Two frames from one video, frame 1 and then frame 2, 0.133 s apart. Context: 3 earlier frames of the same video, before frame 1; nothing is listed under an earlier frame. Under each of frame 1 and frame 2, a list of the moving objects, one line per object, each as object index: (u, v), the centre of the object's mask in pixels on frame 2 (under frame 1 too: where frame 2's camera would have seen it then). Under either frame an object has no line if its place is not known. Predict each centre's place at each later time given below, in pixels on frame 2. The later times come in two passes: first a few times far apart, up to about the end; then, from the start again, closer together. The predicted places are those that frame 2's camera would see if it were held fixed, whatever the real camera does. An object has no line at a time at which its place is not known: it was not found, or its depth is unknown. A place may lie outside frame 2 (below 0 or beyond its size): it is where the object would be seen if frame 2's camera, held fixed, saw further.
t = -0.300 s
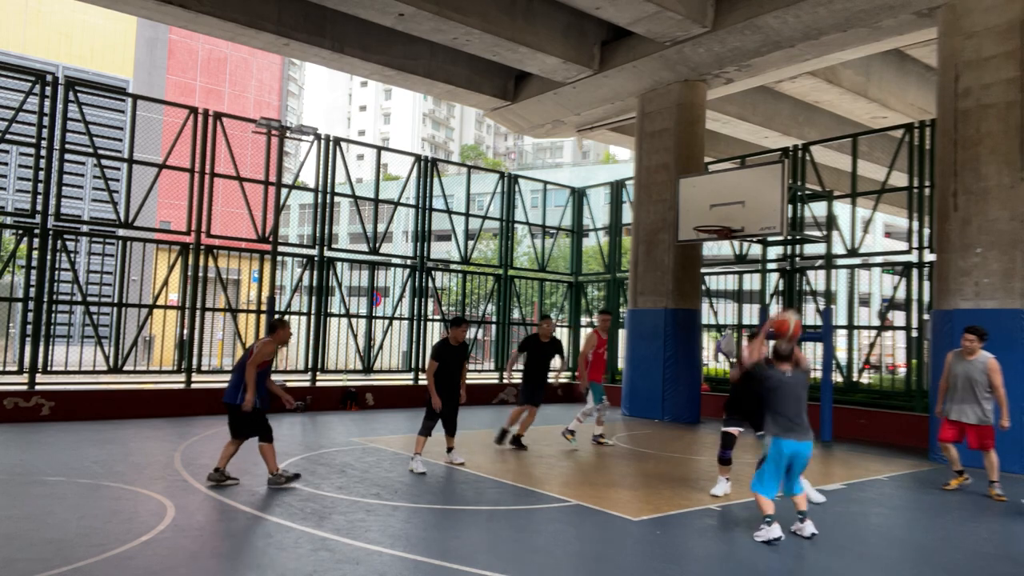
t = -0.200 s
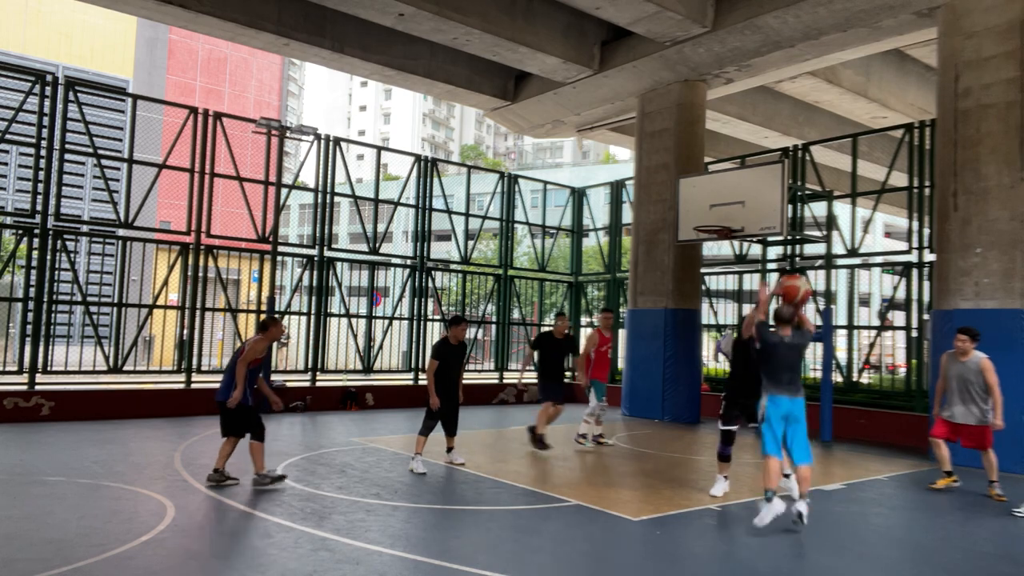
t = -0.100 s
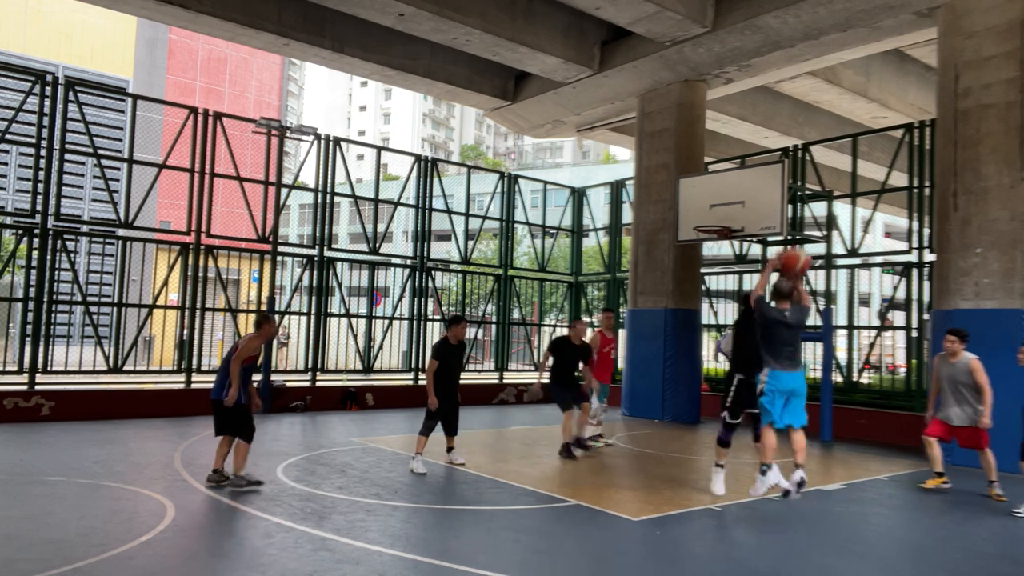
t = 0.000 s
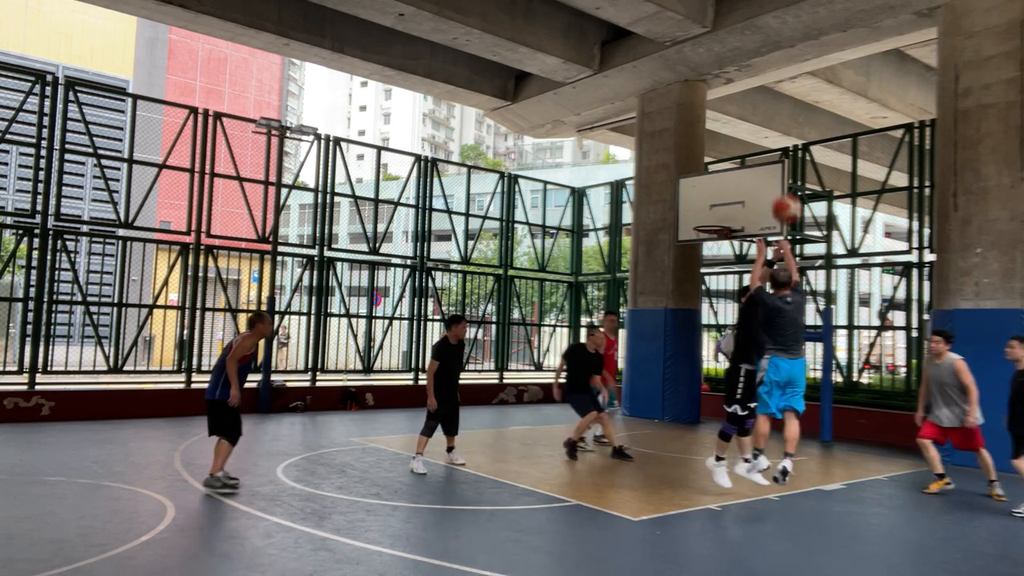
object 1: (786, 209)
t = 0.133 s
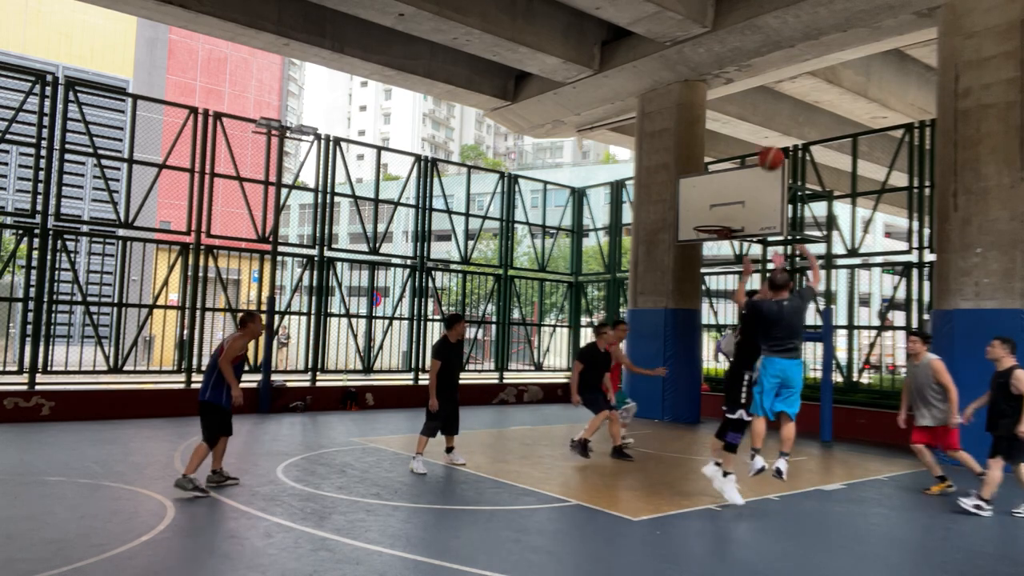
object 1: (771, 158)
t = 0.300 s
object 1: (755, 131)
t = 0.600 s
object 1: (732, 146)
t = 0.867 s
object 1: (713, 206)
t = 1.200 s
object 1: (703, 174)
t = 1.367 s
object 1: (695, 171)
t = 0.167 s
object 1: (767, 150)
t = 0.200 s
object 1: (764, 143)
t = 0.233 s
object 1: (760, 138)
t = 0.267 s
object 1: (758, 134)
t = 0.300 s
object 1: (755, 131)
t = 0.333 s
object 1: (752, 129)
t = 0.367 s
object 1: (749, 128)
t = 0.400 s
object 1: (746, 128)
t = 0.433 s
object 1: (744, 129)
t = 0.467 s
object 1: (741, 131)
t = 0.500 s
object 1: (739, 133)
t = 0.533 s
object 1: (736, 137)
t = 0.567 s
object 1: (734, 141)
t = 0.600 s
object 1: (732, 146)
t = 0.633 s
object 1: (729, 151)
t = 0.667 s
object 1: (727, 157)
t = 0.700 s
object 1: (724, 164)
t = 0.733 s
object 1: (722, 172)
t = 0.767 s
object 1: (720, 179)
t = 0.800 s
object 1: (718, 188)
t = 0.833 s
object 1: (715, 196)
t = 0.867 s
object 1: (713, 206)
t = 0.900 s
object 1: (711, 214)
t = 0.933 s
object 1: (709, 220)
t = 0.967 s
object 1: (709, 212)
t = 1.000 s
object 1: (709, 204)
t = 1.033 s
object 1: (709, 196)
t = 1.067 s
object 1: (709, 189)
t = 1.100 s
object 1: (707, 185)
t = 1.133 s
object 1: (706, 180)
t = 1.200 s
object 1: (703, 174)
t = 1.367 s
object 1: (695, 171)
